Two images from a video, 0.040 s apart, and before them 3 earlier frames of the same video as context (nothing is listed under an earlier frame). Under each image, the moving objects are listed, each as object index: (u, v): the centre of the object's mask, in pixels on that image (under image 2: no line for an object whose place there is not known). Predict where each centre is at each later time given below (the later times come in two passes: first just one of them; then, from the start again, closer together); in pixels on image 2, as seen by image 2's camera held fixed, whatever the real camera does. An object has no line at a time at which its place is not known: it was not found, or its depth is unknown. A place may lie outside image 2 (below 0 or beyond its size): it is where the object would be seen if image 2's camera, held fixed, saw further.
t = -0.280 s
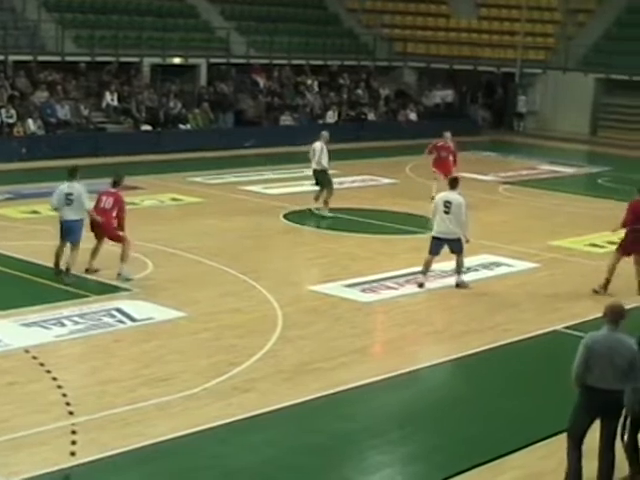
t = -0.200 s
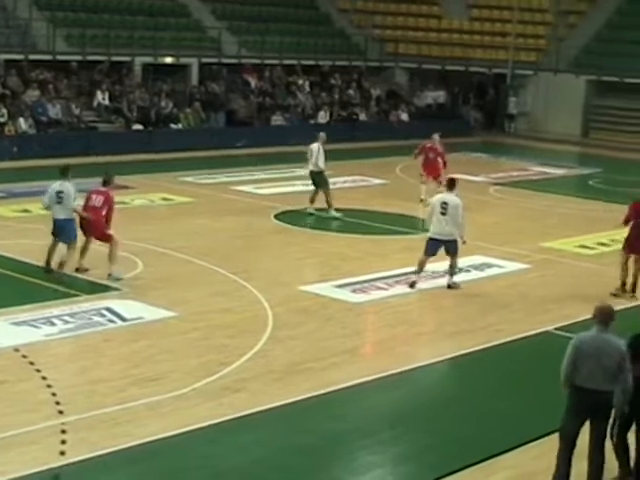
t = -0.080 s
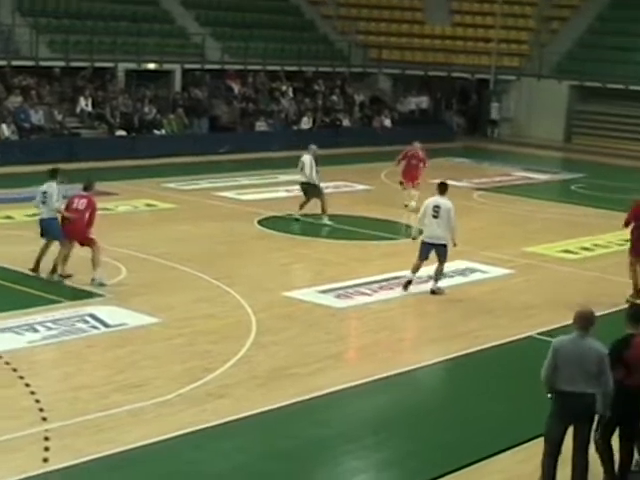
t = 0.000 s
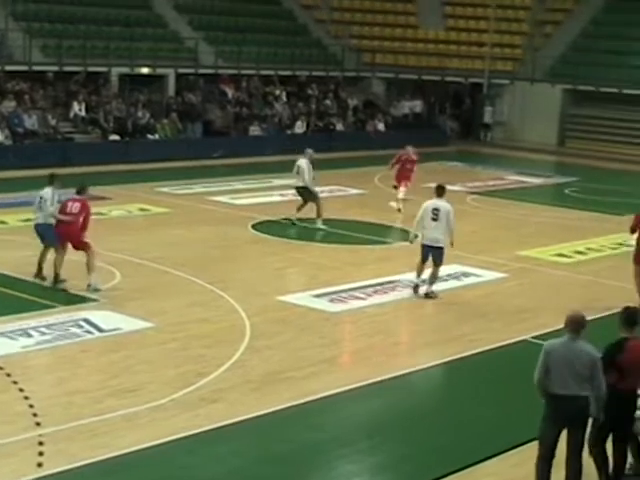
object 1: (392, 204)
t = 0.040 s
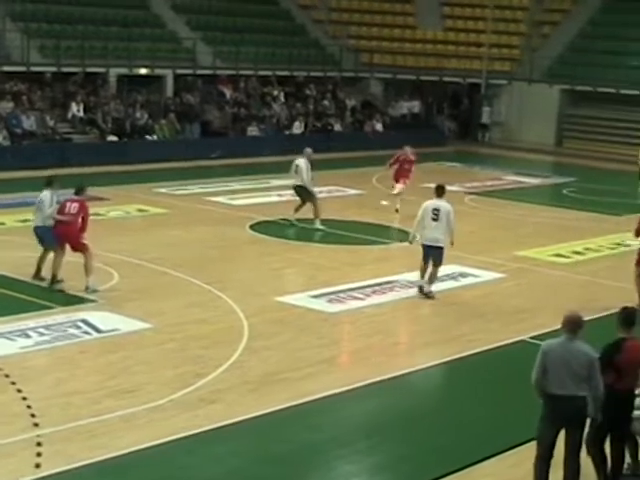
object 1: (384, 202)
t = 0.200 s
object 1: (350, 205)
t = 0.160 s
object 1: (359, 204)
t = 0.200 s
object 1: (350, 205)
